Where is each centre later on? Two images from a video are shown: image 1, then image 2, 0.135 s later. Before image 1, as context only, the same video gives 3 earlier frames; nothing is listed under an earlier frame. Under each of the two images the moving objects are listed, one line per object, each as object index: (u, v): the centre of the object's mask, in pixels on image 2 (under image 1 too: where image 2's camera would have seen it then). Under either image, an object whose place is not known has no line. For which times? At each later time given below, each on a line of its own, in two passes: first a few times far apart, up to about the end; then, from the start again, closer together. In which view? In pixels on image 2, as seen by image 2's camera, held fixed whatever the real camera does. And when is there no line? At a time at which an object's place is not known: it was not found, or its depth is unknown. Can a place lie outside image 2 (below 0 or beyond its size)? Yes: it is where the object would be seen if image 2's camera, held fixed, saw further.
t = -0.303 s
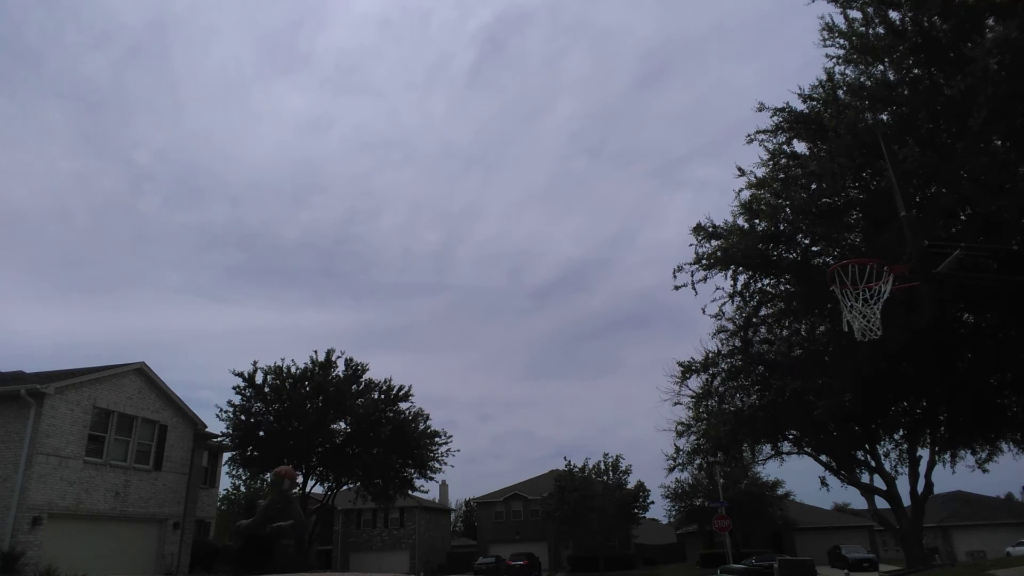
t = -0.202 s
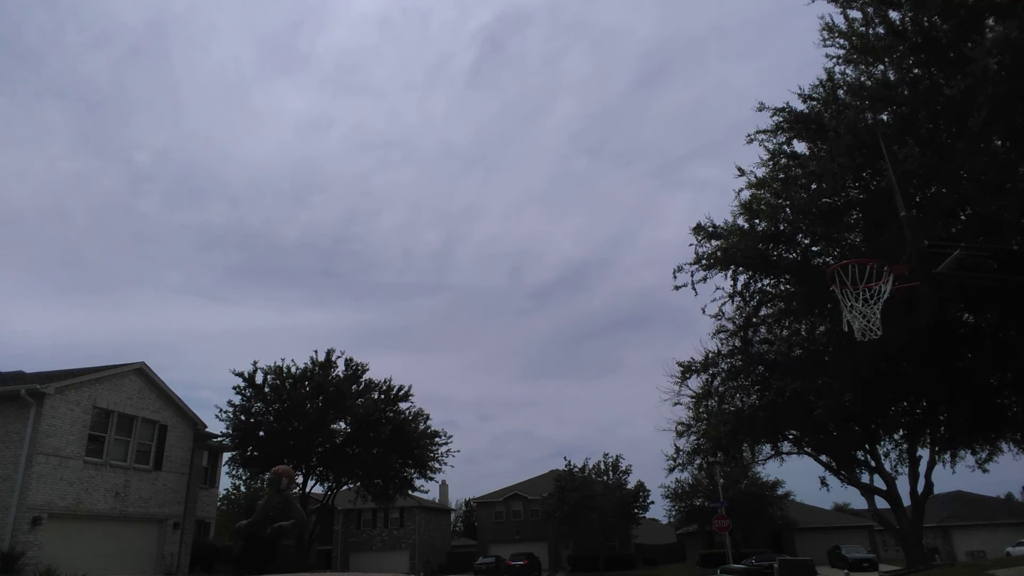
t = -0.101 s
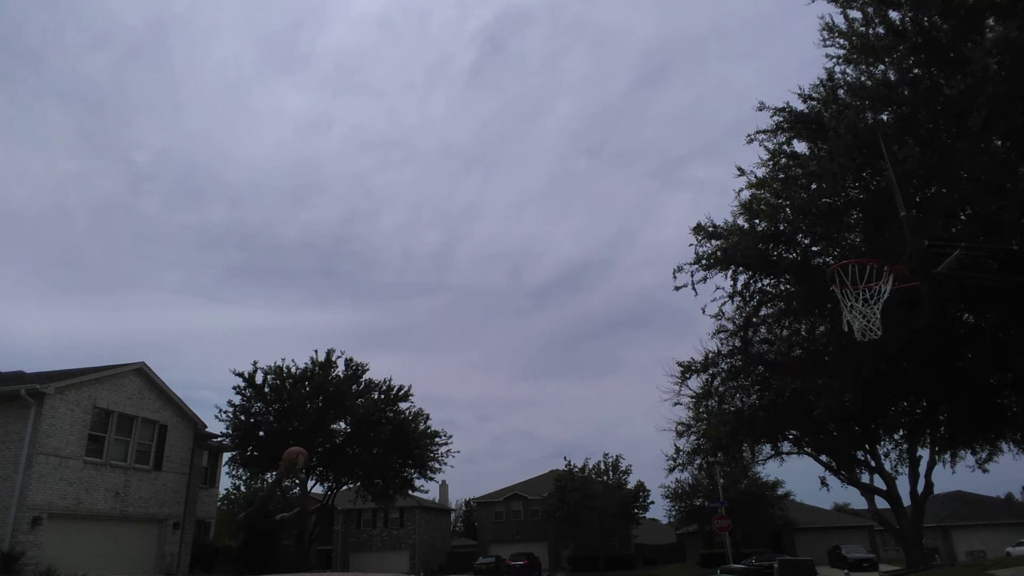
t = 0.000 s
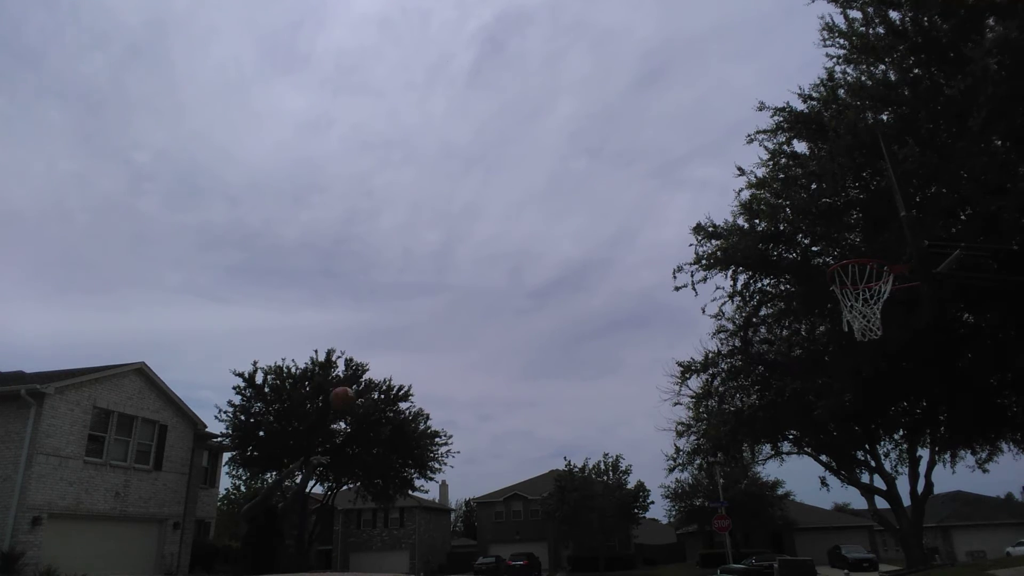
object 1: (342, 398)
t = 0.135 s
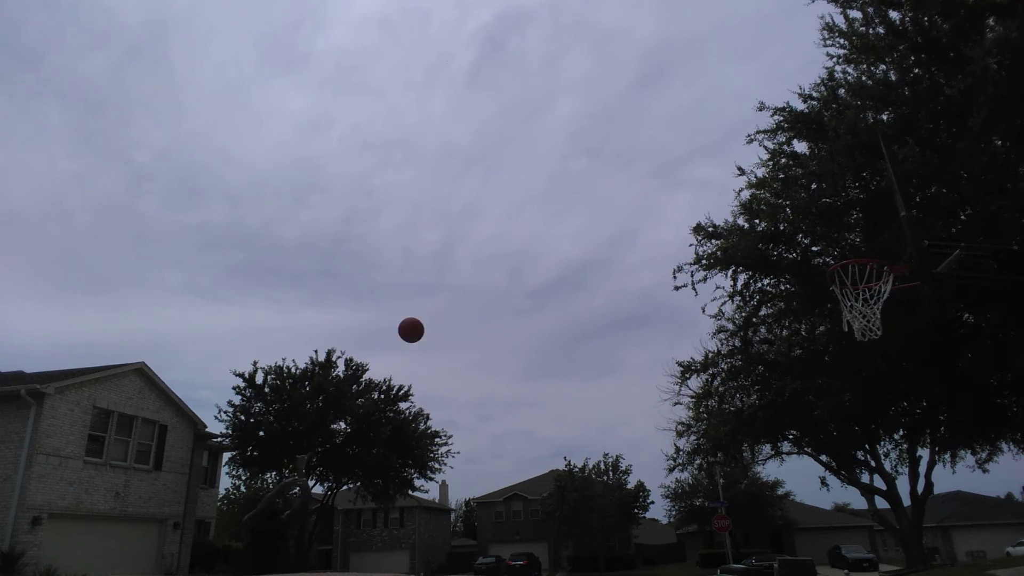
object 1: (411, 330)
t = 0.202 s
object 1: (447, 301)
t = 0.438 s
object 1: (582, 227)
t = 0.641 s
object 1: (723, 203)
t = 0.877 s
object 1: (862, 245)
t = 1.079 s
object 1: (853, 274)
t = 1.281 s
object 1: (845, 318)
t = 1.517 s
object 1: (843, 346)
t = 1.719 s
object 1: (855, 436)
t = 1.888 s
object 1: (876, 564)
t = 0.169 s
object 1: (429, 315)
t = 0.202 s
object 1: (447, 301)
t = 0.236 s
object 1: (465, 287)
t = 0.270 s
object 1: (483, 275)
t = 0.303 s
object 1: (502, 264)
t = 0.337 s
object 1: (521, 253)
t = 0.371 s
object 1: (541, 243)
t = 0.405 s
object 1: (561, 235)
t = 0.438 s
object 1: (582, 227)
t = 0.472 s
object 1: (604, 220)
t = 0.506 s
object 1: (626, 214)
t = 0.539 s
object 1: (649, 210)
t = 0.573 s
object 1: (672, 206)
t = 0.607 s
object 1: (697, 204)
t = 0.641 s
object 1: (723, 203)
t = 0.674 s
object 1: (749, 203)
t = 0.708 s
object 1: (778, 203)
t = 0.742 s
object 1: (806, 205)
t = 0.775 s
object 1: (840, 212)
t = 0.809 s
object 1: (874, 217)
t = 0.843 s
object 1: (878, 230)
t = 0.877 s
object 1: (862, 245)
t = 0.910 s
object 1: (840, 266)
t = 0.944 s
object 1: (852, 266)
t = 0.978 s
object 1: (870, 271)
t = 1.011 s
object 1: (864, 271)
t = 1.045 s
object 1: (852, 273)
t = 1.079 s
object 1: (853, 274)
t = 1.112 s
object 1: (866, 276)
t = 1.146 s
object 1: (872, 280)
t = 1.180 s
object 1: (868, 289)
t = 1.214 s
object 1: (856, 299)
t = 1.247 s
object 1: (850, 306)
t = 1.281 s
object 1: (845, 318)
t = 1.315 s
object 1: (847, 316)
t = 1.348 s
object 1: (844, 318)
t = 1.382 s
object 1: (843, 327)
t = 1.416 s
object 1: (840, 328)
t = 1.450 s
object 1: (841, 332)
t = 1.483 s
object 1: (842, 337)
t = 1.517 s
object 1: (843, 346)
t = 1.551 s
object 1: (845, 356)
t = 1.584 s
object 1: (846, 369)
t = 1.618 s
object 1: (848, 383)
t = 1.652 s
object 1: (849, 398)
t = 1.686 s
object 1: (853, 416)
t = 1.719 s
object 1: (855, 436)
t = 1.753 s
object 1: (858, 458)
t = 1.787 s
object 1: (862, 482)
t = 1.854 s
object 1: (873, 539)
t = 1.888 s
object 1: (876, 564)
